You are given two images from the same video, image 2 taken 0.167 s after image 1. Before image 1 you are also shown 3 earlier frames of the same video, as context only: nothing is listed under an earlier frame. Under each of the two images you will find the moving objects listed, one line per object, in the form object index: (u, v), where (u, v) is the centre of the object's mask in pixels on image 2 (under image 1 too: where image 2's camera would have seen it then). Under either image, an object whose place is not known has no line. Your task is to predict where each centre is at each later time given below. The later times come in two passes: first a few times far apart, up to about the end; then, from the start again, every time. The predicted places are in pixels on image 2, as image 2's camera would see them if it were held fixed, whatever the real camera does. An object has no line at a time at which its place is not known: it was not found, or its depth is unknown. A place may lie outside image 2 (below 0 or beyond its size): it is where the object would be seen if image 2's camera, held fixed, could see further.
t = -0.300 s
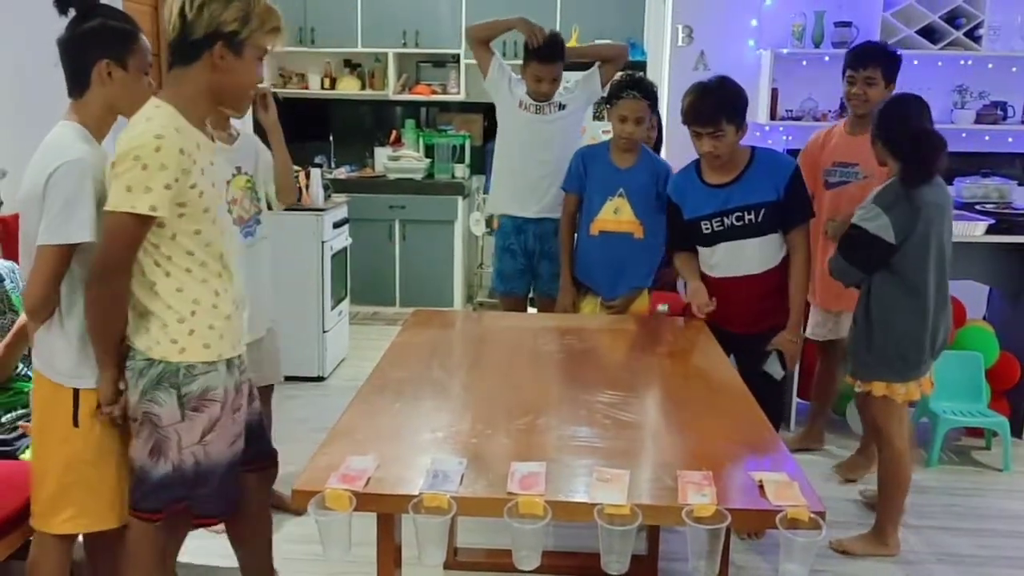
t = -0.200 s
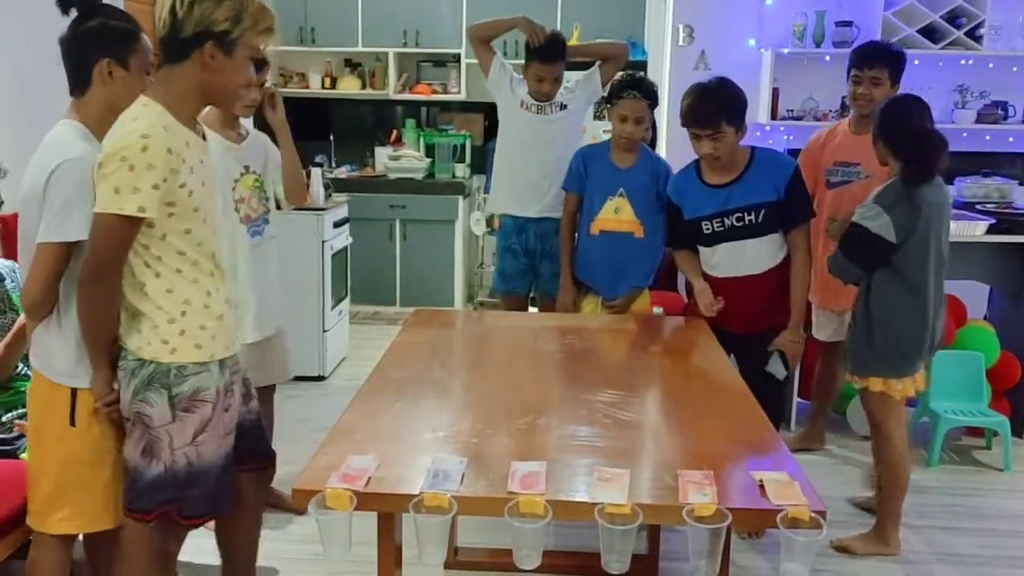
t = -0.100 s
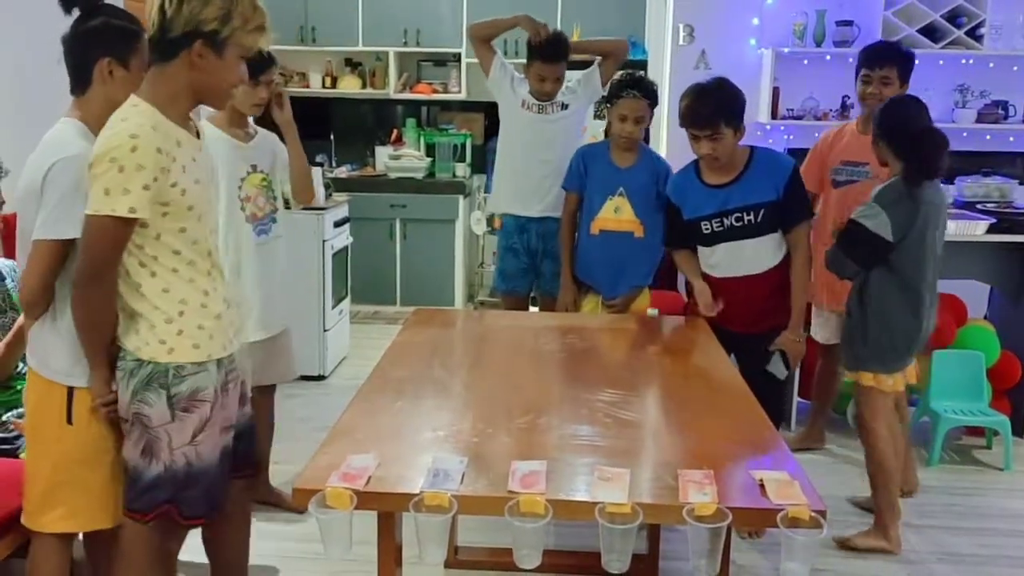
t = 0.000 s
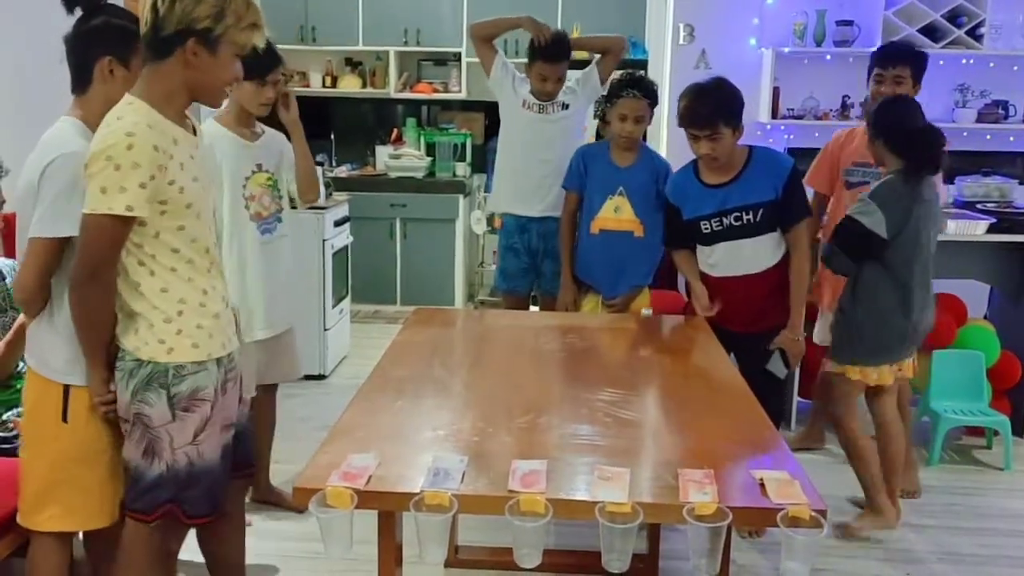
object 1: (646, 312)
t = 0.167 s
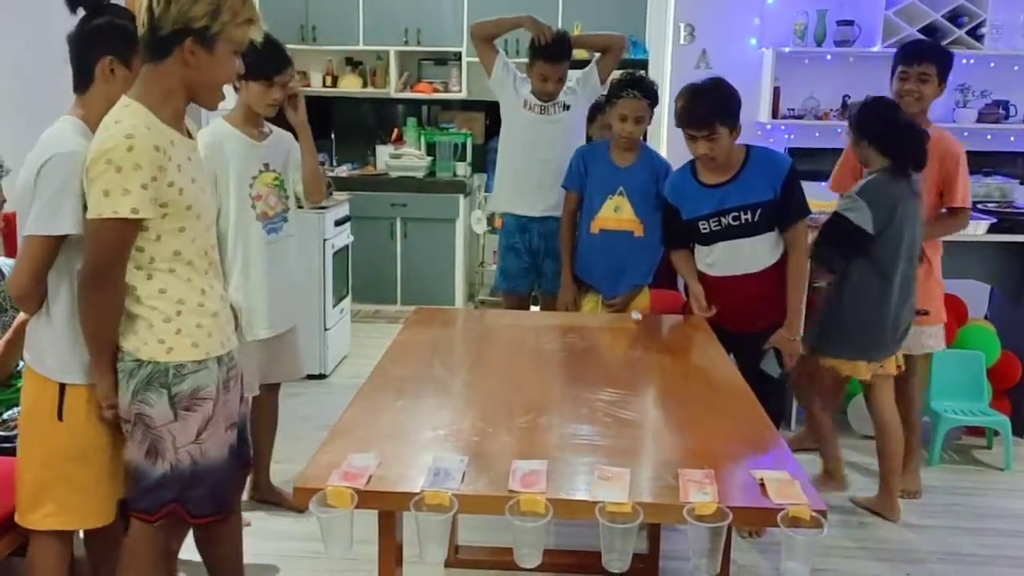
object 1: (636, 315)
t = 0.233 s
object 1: (632, 315)
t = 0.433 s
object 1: (621, 330)
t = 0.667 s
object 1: (612, 332)
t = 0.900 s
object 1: (602, 337)
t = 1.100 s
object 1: (592, 341)
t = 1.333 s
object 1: (580, 347)
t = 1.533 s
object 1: (570, 354)
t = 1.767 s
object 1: (558, 360)
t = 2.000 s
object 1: (547, 367)
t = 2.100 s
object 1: (544, 369)
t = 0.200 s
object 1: (634, 314)
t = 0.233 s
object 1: (632, 315)
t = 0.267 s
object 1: (631, 320)
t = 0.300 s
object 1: (628, 326)
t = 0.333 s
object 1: (626, 323)
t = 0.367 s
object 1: (625, 322)
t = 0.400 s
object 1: (623, 325)
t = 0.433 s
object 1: (621, 330)
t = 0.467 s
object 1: (620, 326)
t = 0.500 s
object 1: (619, 326)
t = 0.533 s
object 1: (617, 328)
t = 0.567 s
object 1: (614, 332)
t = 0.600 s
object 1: (614, 329)
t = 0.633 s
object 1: (614, 329)
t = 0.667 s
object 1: (612, 332)
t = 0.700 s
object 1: (612, 332)
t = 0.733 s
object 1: (610, 331)
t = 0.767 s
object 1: (608, 333)
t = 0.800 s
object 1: (606, 337)
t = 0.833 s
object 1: (605, 335)
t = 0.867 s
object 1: (605, 334)
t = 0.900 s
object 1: (602, 337)
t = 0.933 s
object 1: (600, 338)
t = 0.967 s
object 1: (599, 337)
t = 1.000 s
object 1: (596, 340)
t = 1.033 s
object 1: (594, 341)
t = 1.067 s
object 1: (593, 340)
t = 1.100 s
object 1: (592, 341)
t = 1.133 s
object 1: (591, 342)
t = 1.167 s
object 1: (588, 342)
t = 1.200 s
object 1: (587, 346)
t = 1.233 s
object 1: (586, 345)
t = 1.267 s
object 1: (585, 345)
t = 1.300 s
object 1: (581, 349)
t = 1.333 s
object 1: (580, 347)
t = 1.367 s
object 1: (579, 349)
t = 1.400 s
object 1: (577, 349)
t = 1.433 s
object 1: (577, 350)
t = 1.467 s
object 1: (574, 352)
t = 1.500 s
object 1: (573, 351)
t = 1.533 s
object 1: (570, 354)
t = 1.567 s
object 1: (568, 354)
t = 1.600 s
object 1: (567, 355)
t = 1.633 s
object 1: (565, 357)
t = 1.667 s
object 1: (563, 357)
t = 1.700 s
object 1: (562, 358)
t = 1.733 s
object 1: (561, 358)
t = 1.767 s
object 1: (558, 360)
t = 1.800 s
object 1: (556, 360)
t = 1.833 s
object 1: (554, 362)
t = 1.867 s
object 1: (552, 363)
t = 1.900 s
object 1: (551, 363)
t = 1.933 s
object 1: (550, 365)
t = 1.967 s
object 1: (548, 366)
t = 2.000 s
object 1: (547, 367)
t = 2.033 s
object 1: (545, 368)
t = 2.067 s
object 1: (544, 369)
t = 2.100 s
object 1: (544, 369)
